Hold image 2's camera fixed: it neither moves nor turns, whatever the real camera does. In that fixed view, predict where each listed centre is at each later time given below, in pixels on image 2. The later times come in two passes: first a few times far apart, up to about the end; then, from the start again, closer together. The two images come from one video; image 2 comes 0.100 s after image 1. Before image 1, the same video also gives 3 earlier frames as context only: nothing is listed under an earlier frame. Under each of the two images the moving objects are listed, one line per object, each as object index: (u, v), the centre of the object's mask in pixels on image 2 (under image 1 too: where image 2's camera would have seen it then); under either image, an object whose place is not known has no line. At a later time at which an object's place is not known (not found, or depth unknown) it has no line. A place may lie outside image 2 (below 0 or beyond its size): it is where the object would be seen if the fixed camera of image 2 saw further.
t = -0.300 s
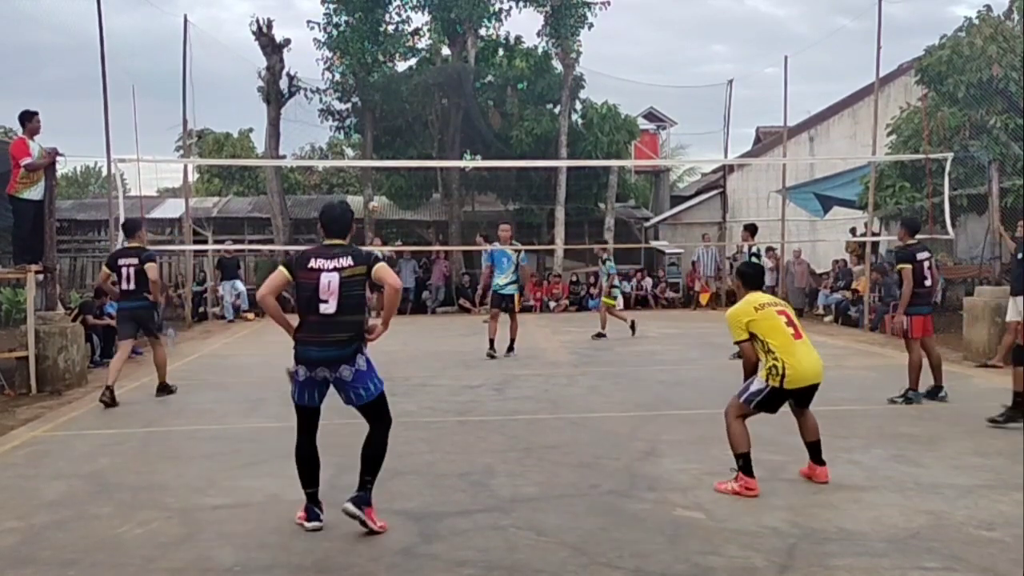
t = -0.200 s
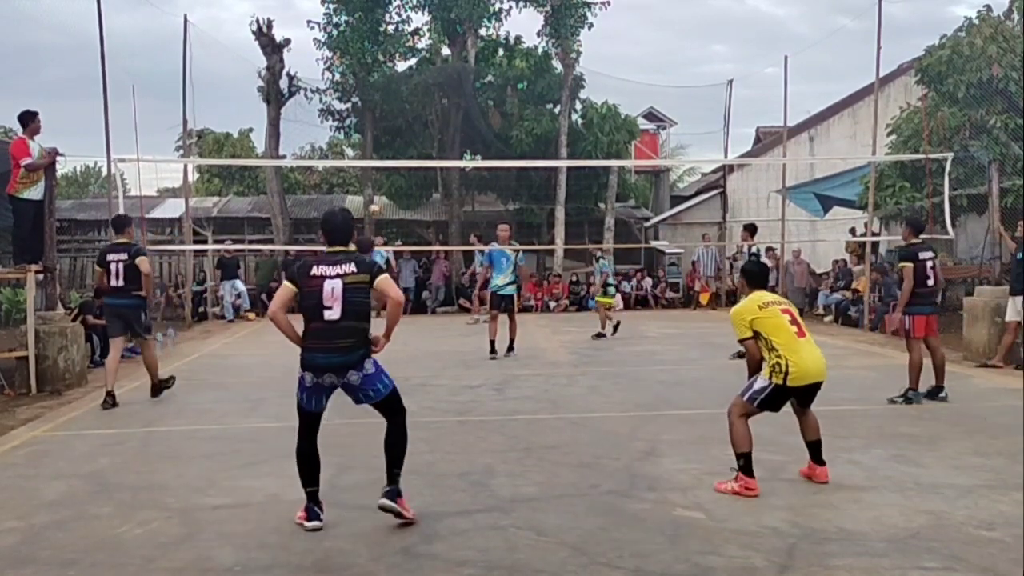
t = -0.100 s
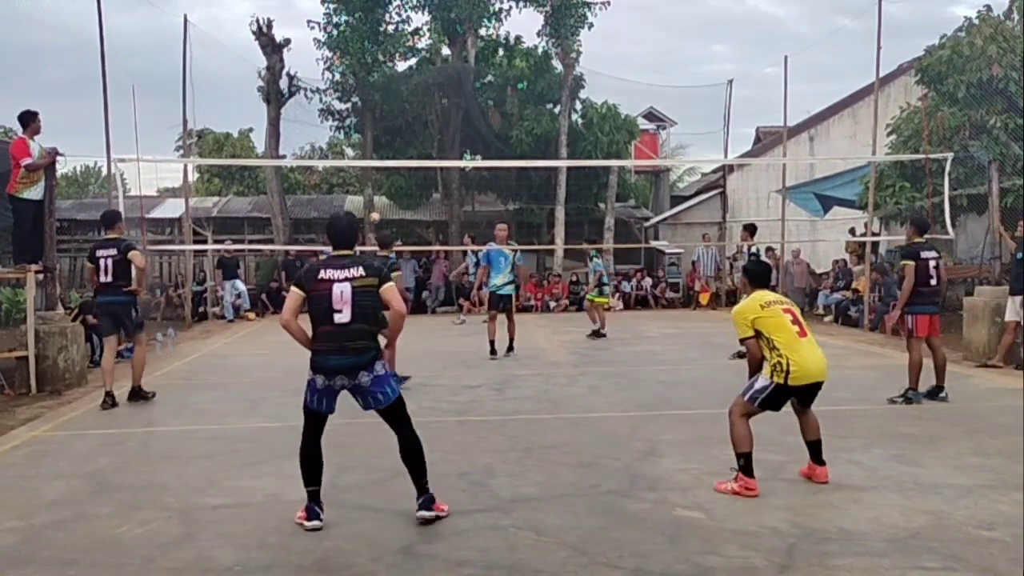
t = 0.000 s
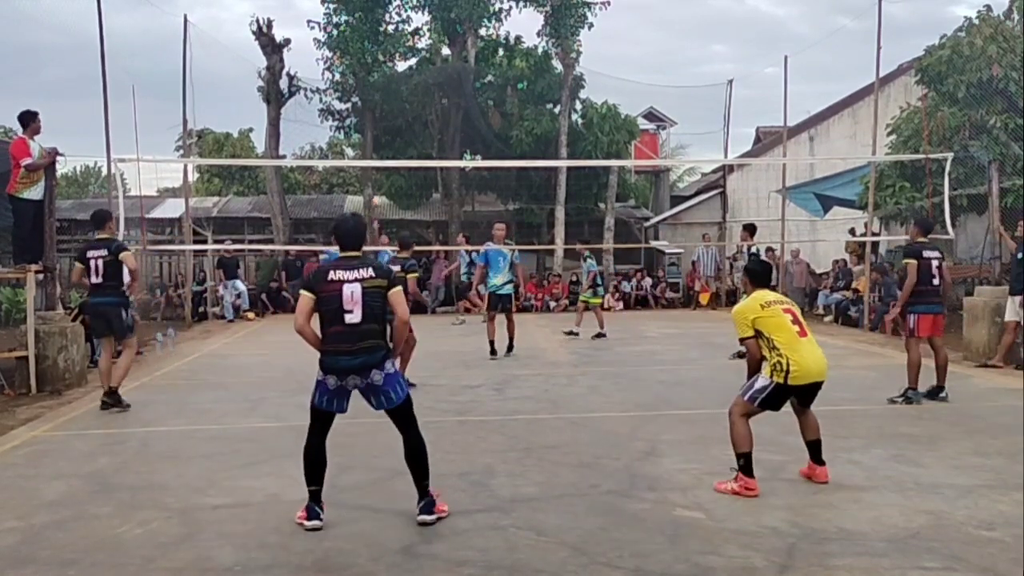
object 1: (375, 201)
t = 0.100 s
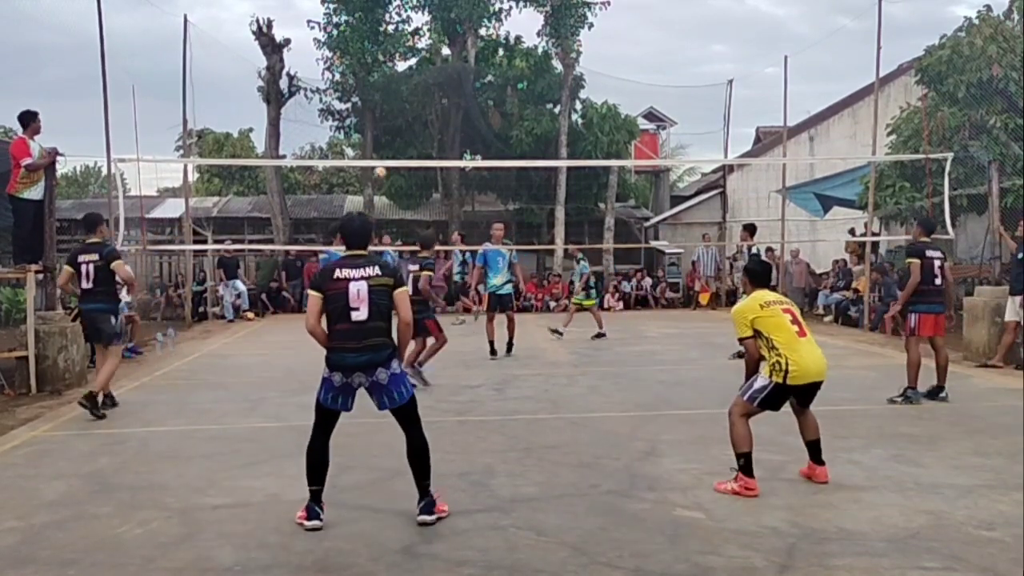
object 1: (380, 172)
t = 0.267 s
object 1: (385, 127)
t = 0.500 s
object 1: (393, 81)
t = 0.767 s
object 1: (403, 63)
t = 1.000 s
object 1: (413, 104)
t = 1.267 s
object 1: (429, 260)
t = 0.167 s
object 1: (382, 153)
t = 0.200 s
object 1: (383, 144)
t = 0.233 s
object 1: (384, 135)
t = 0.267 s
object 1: (385, 127)
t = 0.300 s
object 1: (387, 119)
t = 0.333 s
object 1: (388, 112)
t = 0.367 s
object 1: (389, 105)
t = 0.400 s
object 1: (390, 98)
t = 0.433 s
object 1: (391, 92)
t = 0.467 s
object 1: (392, 86)
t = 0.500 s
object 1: (393, 81)
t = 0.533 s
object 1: (394, 77)
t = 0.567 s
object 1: (395, 73)
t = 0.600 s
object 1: (397, 69)
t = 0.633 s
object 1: (399, 66)
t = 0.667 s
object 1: (400, 64)
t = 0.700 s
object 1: (401, 63)
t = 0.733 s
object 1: (402, 63)
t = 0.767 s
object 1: (403, 63)
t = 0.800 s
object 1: (405, 66)
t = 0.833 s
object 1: (407, 69)
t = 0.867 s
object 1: (408, 73)
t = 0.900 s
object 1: (409, 79)
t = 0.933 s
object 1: (410, 86)
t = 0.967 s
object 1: (412, 94)
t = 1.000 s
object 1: (413, 104)
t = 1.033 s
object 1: (414, 115)
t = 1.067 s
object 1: (416, 128)
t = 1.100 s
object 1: (418, 143)
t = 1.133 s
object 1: (420, 160)
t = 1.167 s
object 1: (422, 182)
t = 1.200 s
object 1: (424, 204)
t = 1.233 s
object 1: (427, 230)
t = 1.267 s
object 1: (429, 260)
